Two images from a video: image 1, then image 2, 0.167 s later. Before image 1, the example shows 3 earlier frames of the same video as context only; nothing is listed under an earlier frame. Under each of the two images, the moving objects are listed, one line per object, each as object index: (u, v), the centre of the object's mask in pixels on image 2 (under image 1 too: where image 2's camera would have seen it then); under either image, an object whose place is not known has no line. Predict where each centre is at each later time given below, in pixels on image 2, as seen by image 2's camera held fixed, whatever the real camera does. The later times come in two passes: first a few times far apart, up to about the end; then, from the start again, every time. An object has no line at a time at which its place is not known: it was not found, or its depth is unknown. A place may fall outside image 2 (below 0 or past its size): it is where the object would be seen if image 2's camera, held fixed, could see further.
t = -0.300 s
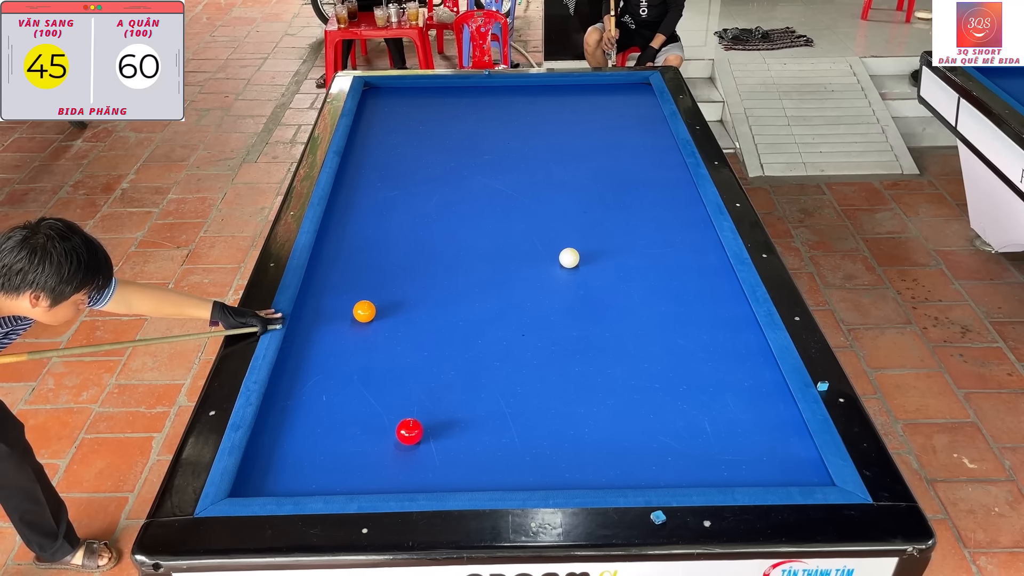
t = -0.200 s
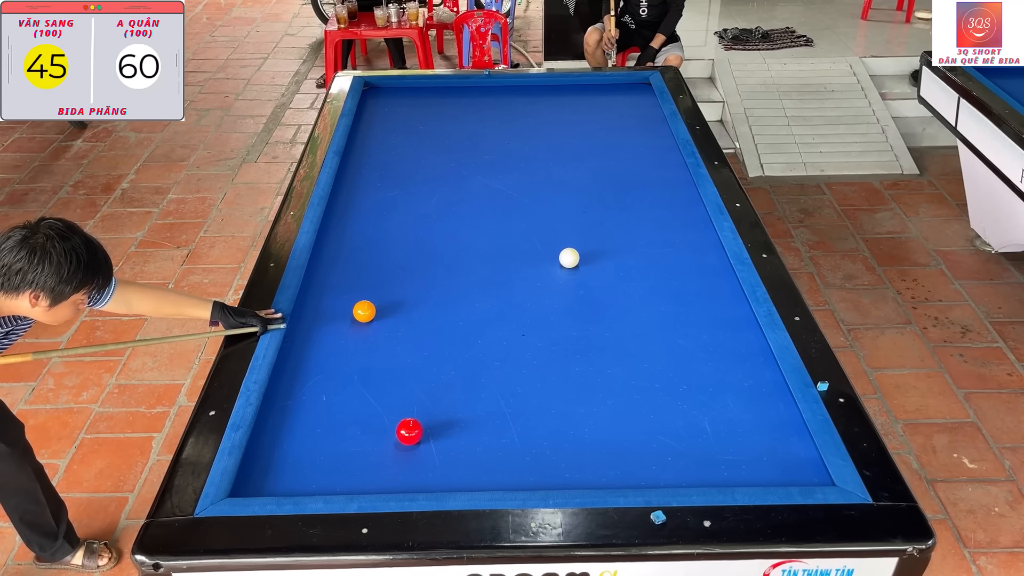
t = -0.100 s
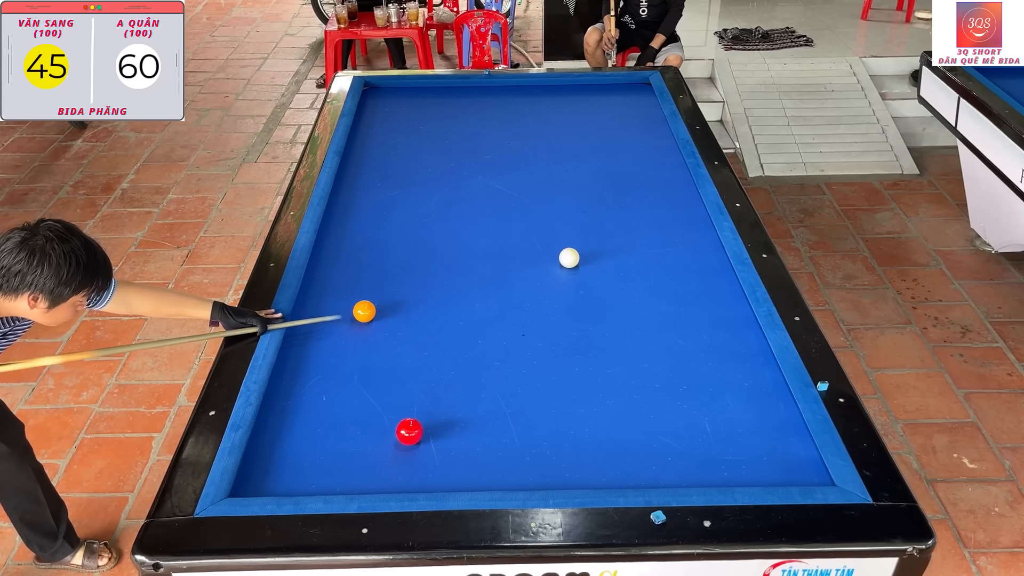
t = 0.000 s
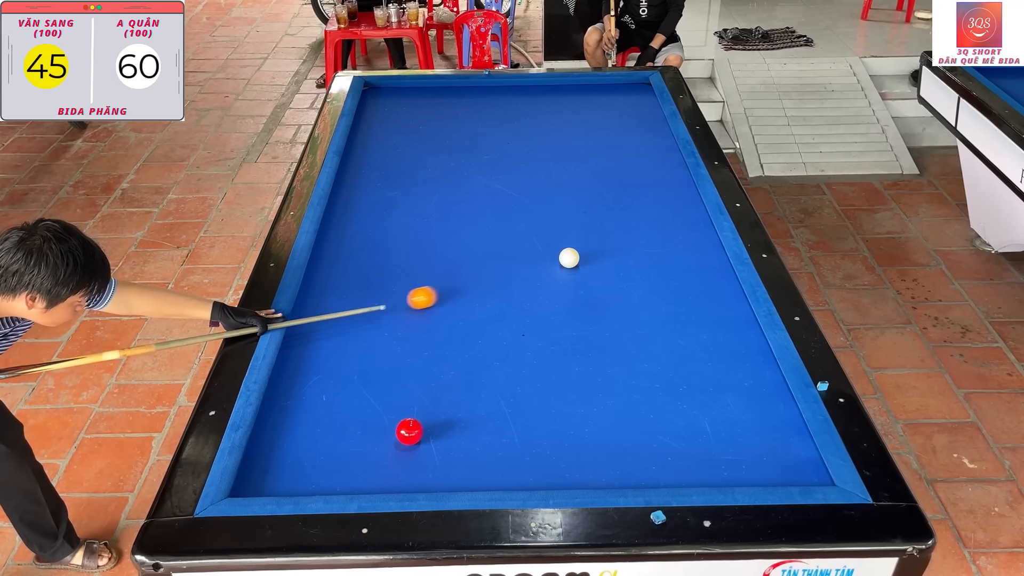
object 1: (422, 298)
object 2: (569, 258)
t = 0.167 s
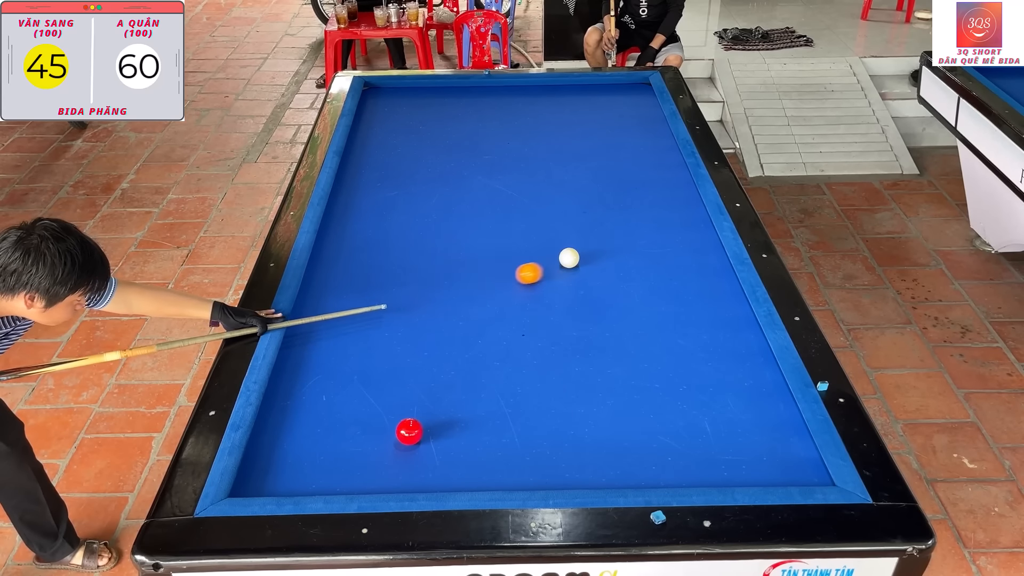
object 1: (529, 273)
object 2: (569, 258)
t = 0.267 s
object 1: (574, 271)
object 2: (579, 248)
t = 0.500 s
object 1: (660, 286)
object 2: (619, 211)
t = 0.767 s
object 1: (715, 304)
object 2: (652, 181)
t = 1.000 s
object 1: (668, 331)
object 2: (675, 158)
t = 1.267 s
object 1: (622, 365)
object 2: (647, 140)
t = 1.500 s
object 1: (579, 396)
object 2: (626, 126)
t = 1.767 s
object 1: (524, 435)
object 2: (605, 111)
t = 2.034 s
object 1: (465, 478)
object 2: (585, 97)
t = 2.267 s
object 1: (407, 467)
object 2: (569, 86)
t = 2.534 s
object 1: (345, 447)
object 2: (554, 88)
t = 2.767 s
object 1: (294, 430)
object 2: (543, 94)
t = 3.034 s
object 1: (291, 408)
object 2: (529, 101)
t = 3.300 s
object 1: (328, 385)
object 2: (515, 109)
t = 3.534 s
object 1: (357, 366)
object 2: (502, 115)
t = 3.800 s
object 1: (387, 347)
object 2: (488, 122)
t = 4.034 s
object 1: (411, 332)
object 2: (475, 129)
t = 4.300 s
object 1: (437, 315)
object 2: (461, 136)
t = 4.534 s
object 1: (459, 303)
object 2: (448, 142)
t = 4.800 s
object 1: (481, 289)
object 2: (433, 150)
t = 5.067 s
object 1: (502, 276)
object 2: (418, 157)
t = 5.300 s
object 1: (519, 266)
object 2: (405, 163)
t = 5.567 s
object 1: (536, 255)
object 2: (390, 171)
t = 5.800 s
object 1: (551, 246)
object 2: (377, 177)
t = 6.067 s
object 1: (566, 237)
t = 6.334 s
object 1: (580, 228)
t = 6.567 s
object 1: (592, 221)
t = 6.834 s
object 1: (605, 214)
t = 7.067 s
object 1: (616, 207)
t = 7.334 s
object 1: (627, 201)
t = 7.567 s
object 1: (637, 195)
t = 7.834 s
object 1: (647, 189)
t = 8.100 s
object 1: (656, 184)
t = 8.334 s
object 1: (663, 180)
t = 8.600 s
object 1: (671, 175)
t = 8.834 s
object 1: (678, 172)
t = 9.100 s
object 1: (677, 169)
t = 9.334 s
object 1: (672, 166)
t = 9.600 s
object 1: (668, 164)
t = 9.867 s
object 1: (663, 162)
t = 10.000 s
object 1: (661, 161)
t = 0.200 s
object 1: (548, 269)
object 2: (569, 258)
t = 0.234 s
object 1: (563, 268)
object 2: (573, 253)
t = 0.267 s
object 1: (574, 271)
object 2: (579, 248)
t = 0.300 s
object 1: (585, 274)
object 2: (586, 242)
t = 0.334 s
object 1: (597, 277)
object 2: (592, 236)
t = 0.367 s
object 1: (609, 279)
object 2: (599, 230)
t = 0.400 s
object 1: (622, 281)
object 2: (604, 225)
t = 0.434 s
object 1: (634, 283)
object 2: (610, 220)
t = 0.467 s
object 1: (647, 285)
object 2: (615, 215)
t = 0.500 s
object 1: (660, 286)
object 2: (619, 211)
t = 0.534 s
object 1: (674, 288)
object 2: (624, 207)
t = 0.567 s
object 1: (687, 289)
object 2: (628, 203)
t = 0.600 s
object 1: (701, 291)
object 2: (632, 199)
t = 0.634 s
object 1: (714, 292)
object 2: (636, 195)
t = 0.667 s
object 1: (728, 293)
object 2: (640, 192)
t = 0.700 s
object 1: (733, 296)
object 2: (644, 188)
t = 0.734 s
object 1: (724, 300)
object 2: (648, 184)
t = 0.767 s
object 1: (715, 304)
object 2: (652, 181)
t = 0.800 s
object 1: (707, 308)
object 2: (655, 177)
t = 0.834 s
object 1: (699, 312)
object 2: (659, 174)
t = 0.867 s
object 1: (692, 316)
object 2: (663, 171)
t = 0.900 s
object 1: (685, 320)
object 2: (666, 167)
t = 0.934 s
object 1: (679, 324)
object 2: (670, 164)
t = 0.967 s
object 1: (674, 328)
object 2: (673, 161)
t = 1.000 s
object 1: (668, 331)
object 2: (675, 158)
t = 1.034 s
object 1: (663, 335)
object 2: (671, 155)
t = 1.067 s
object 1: (657, 339)
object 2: (666, 153)
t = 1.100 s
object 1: (651, 344)
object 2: (663, 151)
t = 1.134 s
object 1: (646, 348)
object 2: (659, 149)
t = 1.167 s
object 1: (640, 352)
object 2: (656, 146)
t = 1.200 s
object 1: (634, 356)
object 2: (653, 144)
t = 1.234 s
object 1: (628, 360)
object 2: (650, 142)
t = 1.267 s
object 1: (622, 365)
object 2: (647, 140)
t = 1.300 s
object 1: (616, 369)
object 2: (644, 138)
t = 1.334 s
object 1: (610, 373)
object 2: (641, 136)
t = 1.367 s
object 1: (604, 378)
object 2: (638, 134)
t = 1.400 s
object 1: (598, 382)
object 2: (635, 132)
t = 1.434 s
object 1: (591, 387)
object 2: (632, 130)
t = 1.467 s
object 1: (585, 392)
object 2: (629, 128)
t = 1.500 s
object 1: (579, 396)
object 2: (626, 126)
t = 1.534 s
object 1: (572, 401)
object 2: (623, 124)
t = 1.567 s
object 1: (565, 406)
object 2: (620, 122)
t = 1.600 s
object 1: (559, 410)
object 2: (618, 120)
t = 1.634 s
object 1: (552, 415)
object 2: (615, 118)
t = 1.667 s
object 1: (545, 420)
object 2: (612, 116)
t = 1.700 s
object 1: (539, 425)
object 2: (610, 114)
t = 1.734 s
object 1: (531, 430)
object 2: (607, 113)
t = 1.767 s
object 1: (524, 435)
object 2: (605, 111)
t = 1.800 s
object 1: (517, 441)
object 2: (602, 109)
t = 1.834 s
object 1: (510, 446)
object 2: (600, 107)
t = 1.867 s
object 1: (503, 451)
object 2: (597, 105)
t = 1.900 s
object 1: (495, 457)
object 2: (595, 104)
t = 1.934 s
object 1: (488, 462)
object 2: (592, 102)
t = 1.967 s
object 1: (480, 468)
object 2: (590, 100)
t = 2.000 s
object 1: (472, 473)
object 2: (587, 99)
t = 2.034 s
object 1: (465, 478)
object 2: (585, 97)
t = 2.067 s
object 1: (457, 482)
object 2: (583, 96)
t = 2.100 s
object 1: (448, 481)
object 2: (580, 94)
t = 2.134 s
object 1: (440, 478)
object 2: (578, 92)
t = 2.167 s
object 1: (431, 475)
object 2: (576, 91)
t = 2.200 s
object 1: (423, 472)
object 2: (574, 89)
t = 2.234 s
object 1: (415, 469)
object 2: (571, 88)
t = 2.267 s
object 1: (407, 467)
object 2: (569, 86)
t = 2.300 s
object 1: (399, 464)
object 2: (567, 85)
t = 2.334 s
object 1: (391, 461)
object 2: (565, 83)
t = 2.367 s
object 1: (383, 459)
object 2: (563, 82)
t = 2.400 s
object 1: (375, 456)
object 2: (561, 84)
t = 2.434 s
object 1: (368, 454)
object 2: (560, 85)
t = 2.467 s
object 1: (360, 451)
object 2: (558, 86)
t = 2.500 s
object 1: (352, 449)
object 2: (556, 87)
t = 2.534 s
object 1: (345, 447)
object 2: (554, 88)
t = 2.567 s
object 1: (337, 444)
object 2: (553, 89)
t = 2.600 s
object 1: (330, 442)
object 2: (551, 90)
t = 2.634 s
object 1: (323, 439)
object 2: (549, 90)
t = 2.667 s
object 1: (315, 437)
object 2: (548, 91)
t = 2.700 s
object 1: (308, 435)
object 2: (546, 92)
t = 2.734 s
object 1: (301, 432)
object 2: (544, 93)
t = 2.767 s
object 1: (294, 430)
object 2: (543, 94)
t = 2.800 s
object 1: (287, 428)
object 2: (541, 95)
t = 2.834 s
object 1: (280, 425)
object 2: (539, 96)
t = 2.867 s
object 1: (273, 423)
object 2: (537, 97)
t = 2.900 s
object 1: (268, 421)
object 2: (536, 98)
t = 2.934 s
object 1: (274, 418)
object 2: (534, 99)
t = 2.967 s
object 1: (281, 414)
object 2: (532, 100)
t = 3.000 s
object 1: (286, 411)
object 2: (530, 101)
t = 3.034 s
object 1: (291, 408)
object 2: (529, 101)
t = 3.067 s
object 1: (296, 405)
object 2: (527, 102)
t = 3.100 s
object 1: (301, 402)
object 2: (525, 103)
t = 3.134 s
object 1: (305, 399)
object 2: (523, 104)
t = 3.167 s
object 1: (308, 395)
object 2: (522, 105)
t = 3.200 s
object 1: (316, 394)
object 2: (520, 106)
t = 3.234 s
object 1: (319, 391)
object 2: (518, 107)
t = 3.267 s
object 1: (323, 388)
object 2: (516, 108)
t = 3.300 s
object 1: (328, 385)
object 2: (515, 109)
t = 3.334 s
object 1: (332, 382)
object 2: (513, 110)
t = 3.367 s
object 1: (336, 379)
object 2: (511, 111)
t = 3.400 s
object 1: (340, 377)
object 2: (509, 112)
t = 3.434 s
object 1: (345, 374)
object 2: (508, 112)
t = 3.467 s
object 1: (349, 372)
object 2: (506, 113)
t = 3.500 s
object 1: (353, 369)
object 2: (504, 114)
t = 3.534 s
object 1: (357, 366)
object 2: (502, 115)
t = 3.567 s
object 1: (361, 364)
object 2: (500, 116)
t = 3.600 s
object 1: (365, 361)
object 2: (499, 117)
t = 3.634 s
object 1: (368, 359)
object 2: (497, 118)
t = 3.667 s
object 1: (372, 357)
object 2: (495, 119)
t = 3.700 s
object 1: (376, 354)
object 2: (493, 120)
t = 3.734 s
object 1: (380, 352)
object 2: (491, 121)
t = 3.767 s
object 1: (383, 349)
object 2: (490, 122)
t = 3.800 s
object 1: (387, 347)
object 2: (488, 122)
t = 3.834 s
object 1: (391, 345)
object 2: (486, 123)
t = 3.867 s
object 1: (394, 343)
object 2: (484, 124)
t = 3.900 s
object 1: (398, 340)
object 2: (482, 125)
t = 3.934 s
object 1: (401, 338)
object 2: (481, 126)
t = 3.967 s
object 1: (405, 336)
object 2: (479, 127)
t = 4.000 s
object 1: (408, 334)
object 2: (477, 128)
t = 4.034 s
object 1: (411, 332)
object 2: (475, 129)
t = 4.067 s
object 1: (415, 329)
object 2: (473, 130)
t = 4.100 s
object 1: (418, 327)
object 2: (472, 131)
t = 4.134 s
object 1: (421, 325)
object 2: (470, 132)
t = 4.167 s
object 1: (425, 323)
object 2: (468, 132)
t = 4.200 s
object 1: (428, 321)
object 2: (466, 134)
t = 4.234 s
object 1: (431, 319)
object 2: (465, 134)
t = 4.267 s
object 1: (434, 317)
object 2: (463, 135)
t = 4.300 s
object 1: (437, 315)
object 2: (461, 136)
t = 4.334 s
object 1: (441, 314)
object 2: (459, 137)
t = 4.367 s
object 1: (444, 312)
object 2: (457, 138)
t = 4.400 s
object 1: (447, 310)
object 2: (455, 139)
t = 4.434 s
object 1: (450, 308)
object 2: (453, 140)
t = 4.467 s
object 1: (453, 306)
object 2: (451, 141)
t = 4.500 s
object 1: (456, 304)
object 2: (450, 142)
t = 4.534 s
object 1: (459, 303)
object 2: (448, 142)
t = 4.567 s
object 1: (461, 301)
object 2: (446, 143)
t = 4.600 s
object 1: (464, 299)
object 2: (444, 144)
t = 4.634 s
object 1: (467, 297)
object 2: (442, 145)
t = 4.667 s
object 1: (470, 295)
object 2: (440, 146)
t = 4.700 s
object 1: (473, 294)
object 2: (439, 147)
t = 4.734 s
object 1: (476, 292)
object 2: (437, 148)
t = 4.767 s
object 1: (478, 291)
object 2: (435, 149)
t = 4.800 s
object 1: (481, 289)
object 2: (433, 150)
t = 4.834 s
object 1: (484, 287)
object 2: (431, 151)
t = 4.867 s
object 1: (486, 286)
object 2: (429, 152)
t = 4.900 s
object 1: (489, 284)
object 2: (427, 153)
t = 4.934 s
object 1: (492, 282)
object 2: (426, 153)
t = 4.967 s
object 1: (494, 281)
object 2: (424, 154)
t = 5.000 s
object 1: (497, 279)
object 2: (422, 155)
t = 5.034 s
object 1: (499, 278)
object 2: (420, 156)
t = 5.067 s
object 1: (502, 276)
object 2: (418, 157)
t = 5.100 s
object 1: (504, 275)
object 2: (416, 158)
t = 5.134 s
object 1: (507, 273)
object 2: (414, 159)
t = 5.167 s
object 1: (509, 272)
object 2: (412, 160)
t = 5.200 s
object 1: (512, 270)
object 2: (411, 161)
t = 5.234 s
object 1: (514, 269)
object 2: (409, 162)
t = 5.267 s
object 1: (516, 267)
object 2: (407, 162)
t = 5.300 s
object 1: (519, 266)
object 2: (405, 163)
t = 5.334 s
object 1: (521, 265)
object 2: (403, 164)
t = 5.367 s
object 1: (523, 263)
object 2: (401, 165)
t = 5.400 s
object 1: (525, 262)
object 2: (400, 166)
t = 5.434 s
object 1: (527, 260)
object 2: (398, 167)
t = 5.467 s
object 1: (530, 259)
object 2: (396, 168)
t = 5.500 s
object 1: (532, 258)
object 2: (394, 169)
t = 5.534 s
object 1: (534, 256)
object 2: (392, 170)
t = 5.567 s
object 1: (536, 255)
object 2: (390, 171)
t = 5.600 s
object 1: (538, 254)
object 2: (388, 171)
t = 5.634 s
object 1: (540, 253)
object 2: (386, 172)
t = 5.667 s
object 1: (542, 251)
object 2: (385, 173)
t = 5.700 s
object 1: (544, 250)
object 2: (383, 174)
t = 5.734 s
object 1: (547, 249)
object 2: (381, 175)
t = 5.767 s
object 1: (549, 248)
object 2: (379, 176)
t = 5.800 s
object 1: (551, 246)
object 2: (377, 177)
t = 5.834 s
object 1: (553, 245)
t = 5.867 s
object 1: (554, 244)
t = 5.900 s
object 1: (556, 243)
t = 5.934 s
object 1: (558, 242)
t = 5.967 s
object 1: (560, 240)
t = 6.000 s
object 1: (562, 239)
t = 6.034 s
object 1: (564, 238)
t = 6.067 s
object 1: (566, 237)
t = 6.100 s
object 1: (568, 236)
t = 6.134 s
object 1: (570, 235)
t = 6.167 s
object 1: (571, 234)
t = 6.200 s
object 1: (573, 232)
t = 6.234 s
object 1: (575, 231)
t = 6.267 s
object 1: (577, 230)
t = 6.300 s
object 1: (579, 229)
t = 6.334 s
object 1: (580, 228)
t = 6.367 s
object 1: (582, 227)
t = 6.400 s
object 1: (584, 226)
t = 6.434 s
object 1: (586, 225)
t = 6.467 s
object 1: (587, 224)
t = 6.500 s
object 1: (589, 223)
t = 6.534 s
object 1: (591, 222)
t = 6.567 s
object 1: (592, 221)
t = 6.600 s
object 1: (594, 220)
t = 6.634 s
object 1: (596, 219)
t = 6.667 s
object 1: (597, 218)
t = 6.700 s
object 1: (599, 217)
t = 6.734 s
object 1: (601, 216)
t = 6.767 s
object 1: (602, 215)
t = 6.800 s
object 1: (604, 214)
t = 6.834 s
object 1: (605, 214)
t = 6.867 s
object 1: (607, 213)
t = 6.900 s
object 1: (609, 212)
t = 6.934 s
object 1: (610, 211)
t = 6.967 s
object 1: (612, 210)
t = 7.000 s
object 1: (613, 209)
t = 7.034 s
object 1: (615, 208)
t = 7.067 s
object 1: (616, 207)
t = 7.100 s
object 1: (617, 206)
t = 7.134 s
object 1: (619, 206)
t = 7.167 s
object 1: (620, 205)
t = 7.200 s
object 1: (622, 204)
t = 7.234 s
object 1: (623, 203)
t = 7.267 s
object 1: (625, 202)
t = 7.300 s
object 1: (626, 201)
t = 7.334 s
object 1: (627, 201)
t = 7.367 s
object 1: (629, 200)
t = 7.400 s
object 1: (630, 199)
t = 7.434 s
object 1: (631, 198)
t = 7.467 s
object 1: (633, 198)
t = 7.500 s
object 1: (634, 197)
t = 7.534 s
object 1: (635, 196)
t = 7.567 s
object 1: (637, 195)
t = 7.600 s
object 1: (638, 194)
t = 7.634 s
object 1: (639, 194)
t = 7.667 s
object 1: (641, 193)
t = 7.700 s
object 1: (642, 192)
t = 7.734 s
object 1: (643, 192)
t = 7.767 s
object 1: (644, 191)
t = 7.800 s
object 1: (645, 190)
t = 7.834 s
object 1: (647, 189)
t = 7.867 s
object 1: (648, 189)
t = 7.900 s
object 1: (649, 188)
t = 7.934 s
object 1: (650, 188)
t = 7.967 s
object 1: (651, 187)
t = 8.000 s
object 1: (652, 186)
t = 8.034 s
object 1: (654, 185)
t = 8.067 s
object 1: (655, 185)
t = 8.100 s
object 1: (656, 184)
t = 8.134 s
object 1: (657, 184)
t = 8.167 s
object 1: (658, 183)
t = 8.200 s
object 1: (659, 182)
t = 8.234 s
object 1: (660, 182)
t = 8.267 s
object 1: (661, 181)
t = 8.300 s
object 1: (662, 180)
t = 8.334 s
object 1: (663, 180)
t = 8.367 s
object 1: (664, 179)
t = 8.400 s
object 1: (665, 179)
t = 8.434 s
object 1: (666, 178)
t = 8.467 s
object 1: (668, 178)
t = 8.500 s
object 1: (669, 177)
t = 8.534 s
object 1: (669, 176)
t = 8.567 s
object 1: (670, 176)
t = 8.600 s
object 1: (671, 175)
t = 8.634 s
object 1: (672, 175)
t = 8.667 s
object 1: (673, 174)
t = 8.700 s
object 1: (674, 174)
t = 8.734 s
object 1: (675, 173)
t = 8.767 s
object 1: (676, 173)
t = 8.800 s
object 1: (677, 172)
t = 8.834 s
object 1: (678, 172)
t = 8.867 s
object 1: (679, 171)
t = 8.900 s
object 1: (679, 171)
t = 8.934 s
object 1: (680, 170)
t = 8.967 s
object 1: (680, 170)
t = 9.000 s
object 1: (679, 169)
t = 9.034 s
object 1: (678, 169)
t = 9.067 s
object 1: (678, 169)
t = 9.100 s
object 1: (677, 169)
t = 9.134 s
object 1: (676, 168)
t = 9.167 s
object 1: (676, 168)
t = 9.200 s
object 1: (675, 168)
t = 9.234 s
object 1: (674, 167)
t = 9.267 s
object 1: (674, 167)
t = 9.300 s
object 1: (673, 167)
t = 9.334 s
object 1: (672, 166)
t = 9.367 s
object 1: (672, 166)
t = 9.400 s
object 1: (671, 166)
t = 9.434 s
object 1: (670, 166)
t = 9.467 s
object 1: (670, 165)
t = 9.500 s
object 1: (669, 165)
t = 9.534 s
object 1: (669, 165)
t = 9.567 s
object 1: (668, 165)
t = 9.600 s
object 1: (668, 164)
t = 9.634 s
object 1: (667, 164)
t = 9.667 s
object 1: (667, 164)
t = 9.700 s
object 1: (666, 164)
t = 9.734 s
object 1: (666, 163)
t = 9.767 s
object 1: (665, 163)
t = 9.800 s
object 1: (665, 163)
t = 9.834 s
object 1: (664, 163)
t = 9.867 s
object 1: (663, 162)
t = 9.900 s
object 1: (663, 162)
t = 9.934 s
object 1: (662, 162)
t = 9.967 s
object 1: (662, 162)
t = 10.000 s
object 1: (661, 161)
